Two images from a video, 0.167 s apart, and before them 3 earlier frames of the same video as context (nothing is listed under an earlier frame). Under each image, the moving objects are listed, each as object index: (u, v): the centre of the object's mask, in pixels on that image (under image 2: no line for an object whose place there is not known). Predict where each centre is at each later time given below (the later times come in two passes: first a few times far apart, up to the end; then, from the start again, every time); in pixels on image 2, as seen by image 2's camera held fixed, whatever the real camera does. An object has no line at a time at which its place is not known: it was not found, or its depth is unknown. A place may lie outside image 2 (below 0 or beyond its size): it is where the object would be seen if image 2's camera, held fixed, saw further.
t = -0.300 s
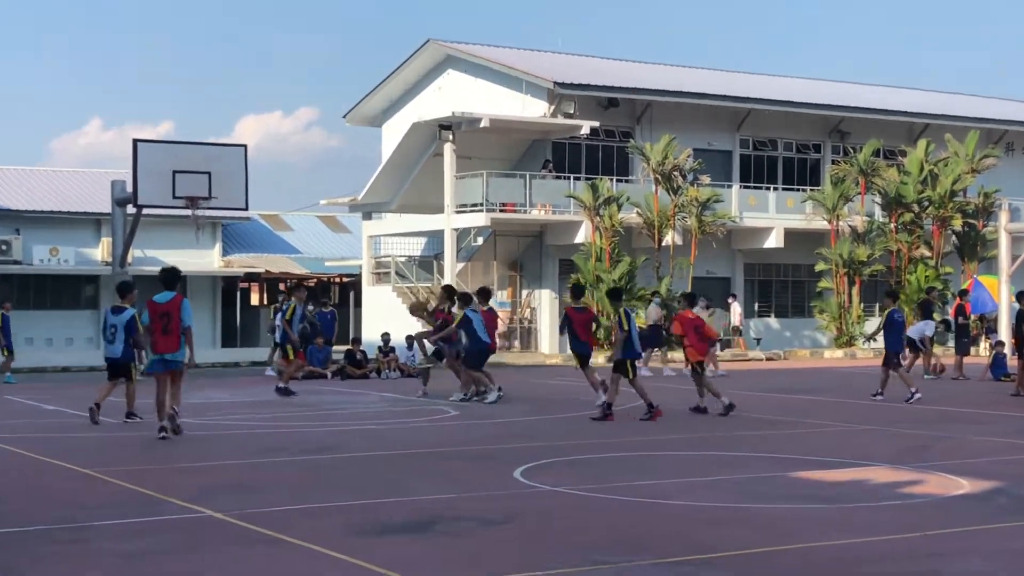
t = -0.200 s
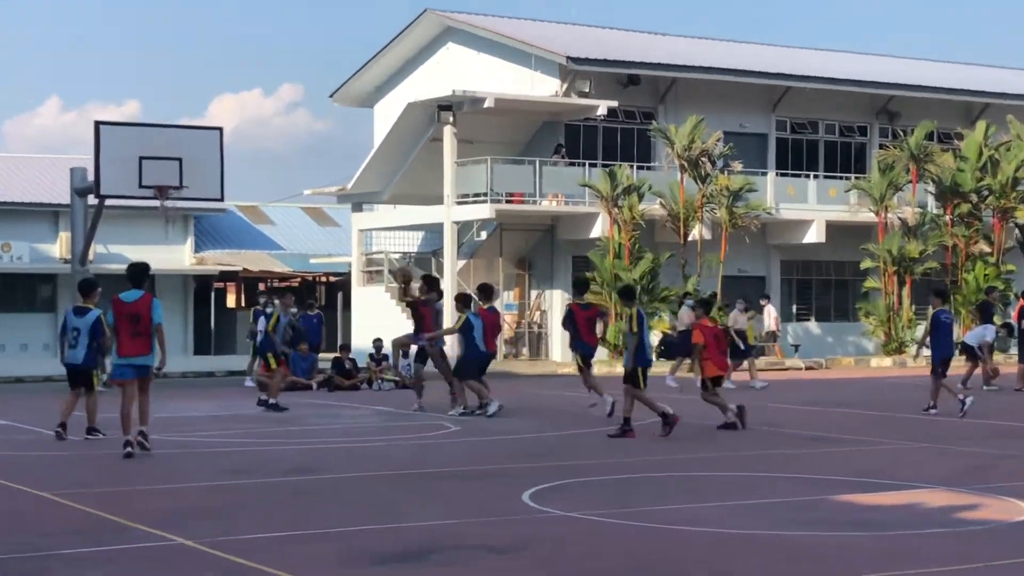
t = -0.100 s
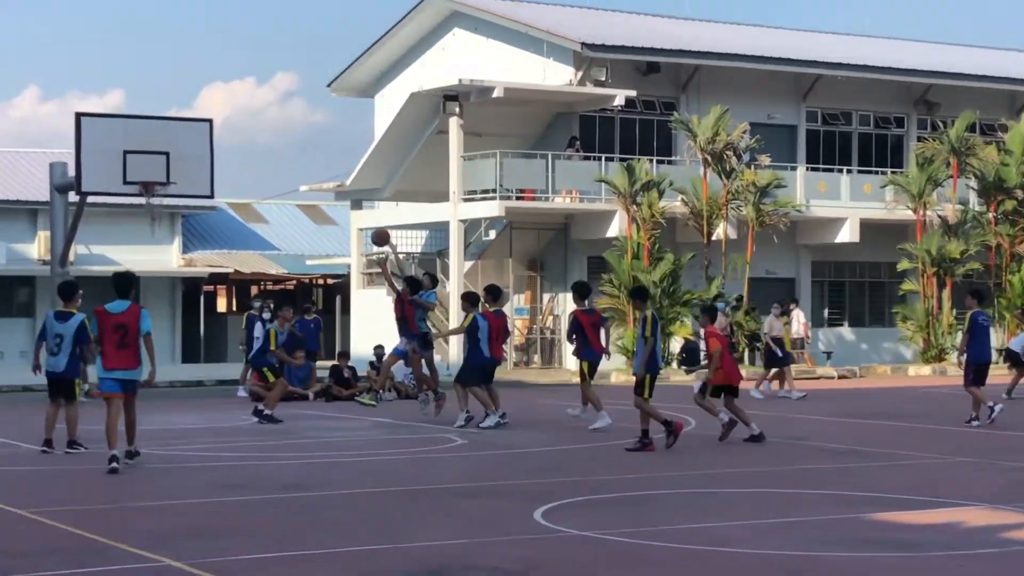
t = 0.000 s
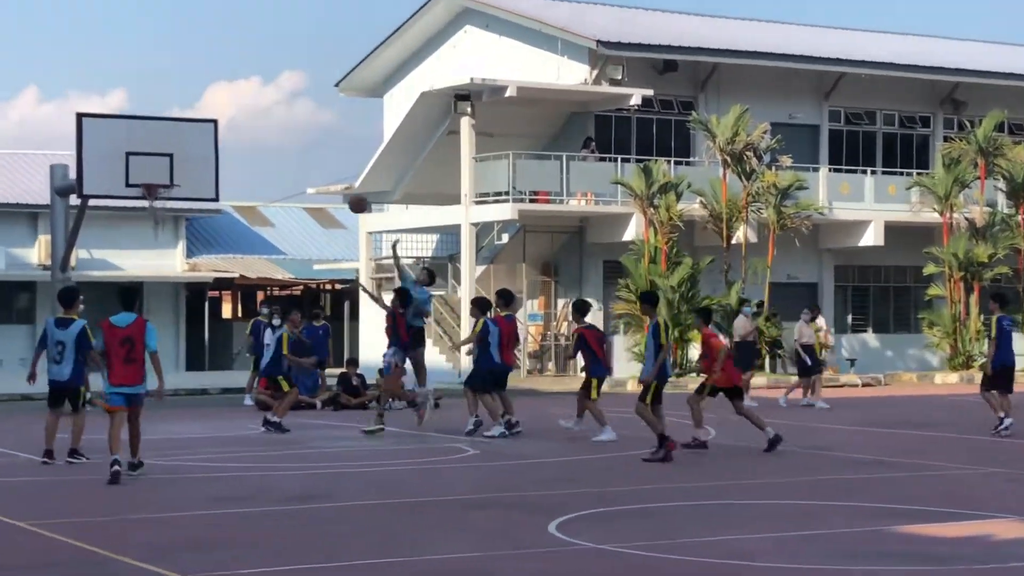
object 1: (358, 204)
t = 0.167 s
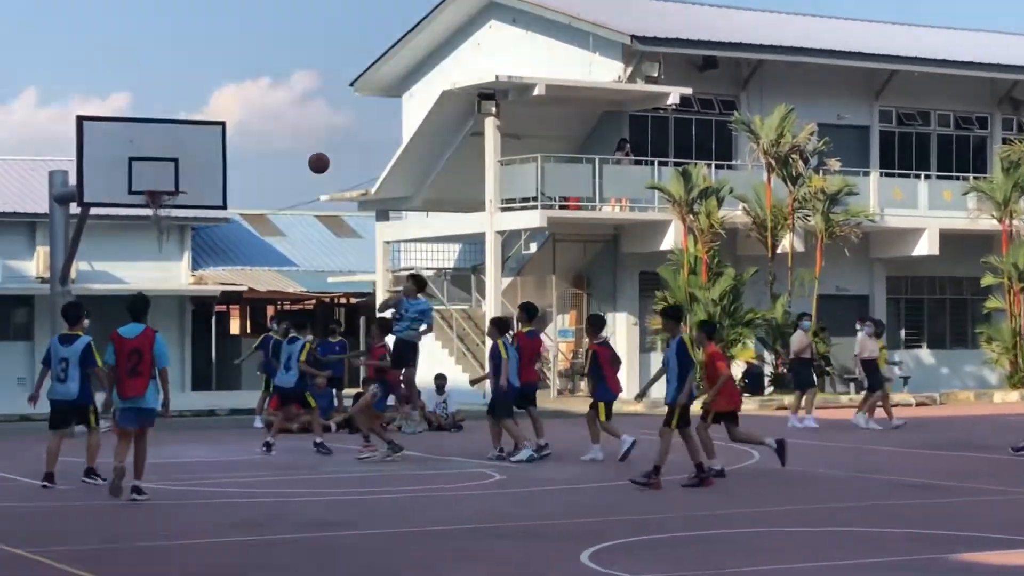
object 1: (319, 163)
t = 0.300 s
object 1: (276, 143)
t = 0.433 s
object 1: (233, 138)
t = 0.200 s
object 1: (308, 157)
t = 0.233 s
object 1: (298, 151)
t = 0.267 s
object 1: (287, 147)
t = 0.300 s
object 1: (276, 143)
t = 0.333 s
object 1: (265, 140)
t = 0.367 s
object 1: (254, 139)
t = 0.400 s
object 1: (244, 138)
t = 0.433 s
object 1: (233, 138)
